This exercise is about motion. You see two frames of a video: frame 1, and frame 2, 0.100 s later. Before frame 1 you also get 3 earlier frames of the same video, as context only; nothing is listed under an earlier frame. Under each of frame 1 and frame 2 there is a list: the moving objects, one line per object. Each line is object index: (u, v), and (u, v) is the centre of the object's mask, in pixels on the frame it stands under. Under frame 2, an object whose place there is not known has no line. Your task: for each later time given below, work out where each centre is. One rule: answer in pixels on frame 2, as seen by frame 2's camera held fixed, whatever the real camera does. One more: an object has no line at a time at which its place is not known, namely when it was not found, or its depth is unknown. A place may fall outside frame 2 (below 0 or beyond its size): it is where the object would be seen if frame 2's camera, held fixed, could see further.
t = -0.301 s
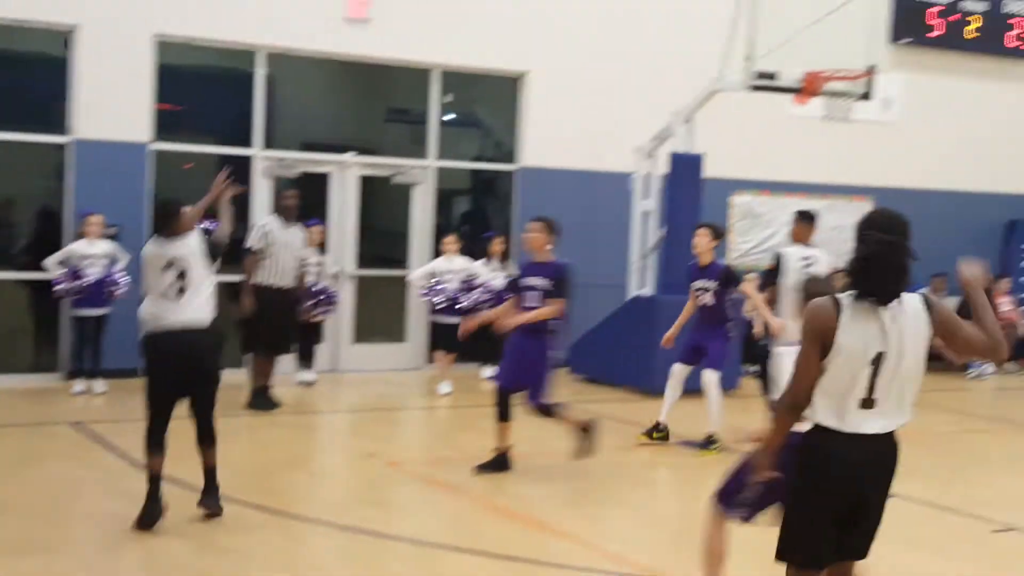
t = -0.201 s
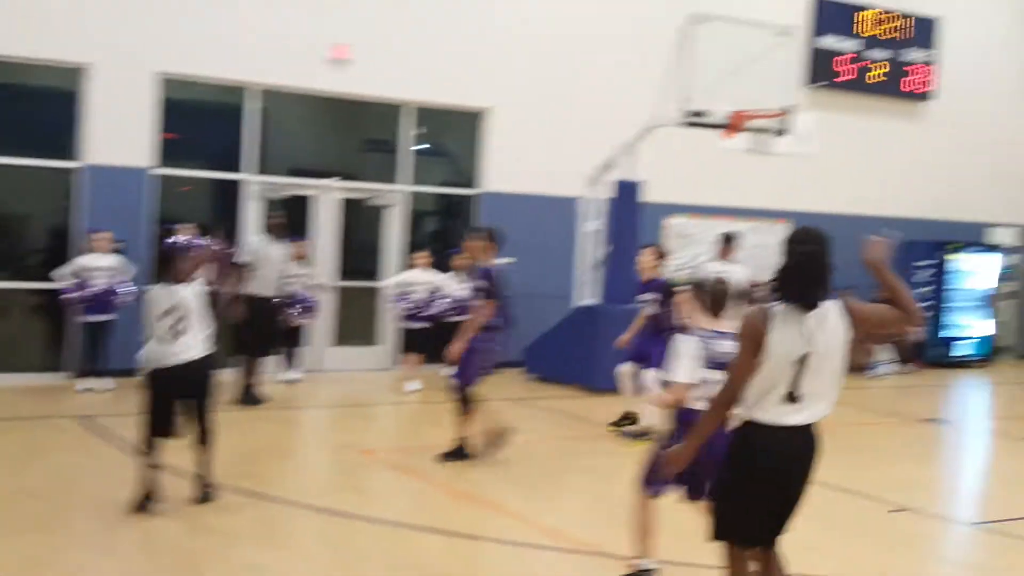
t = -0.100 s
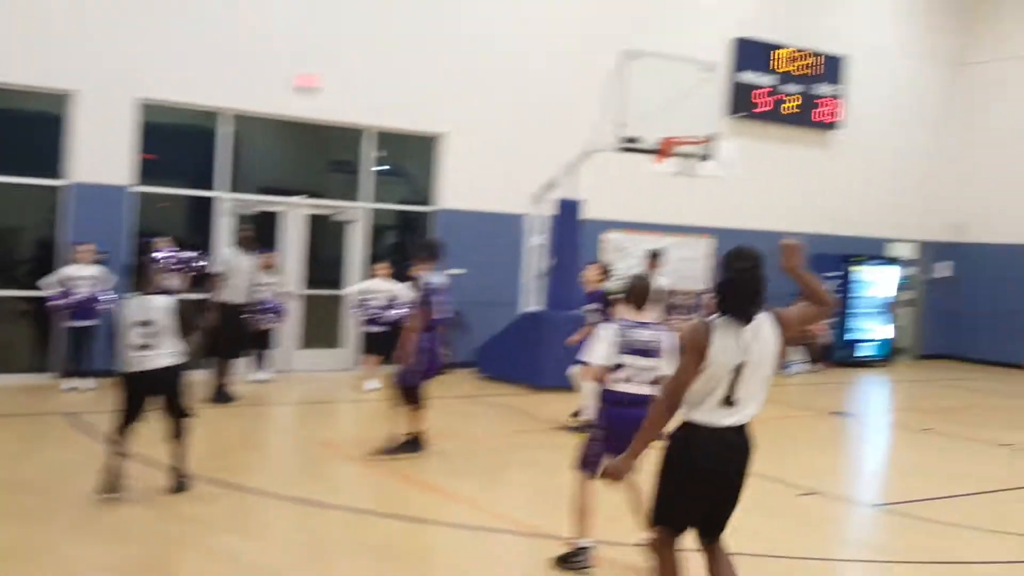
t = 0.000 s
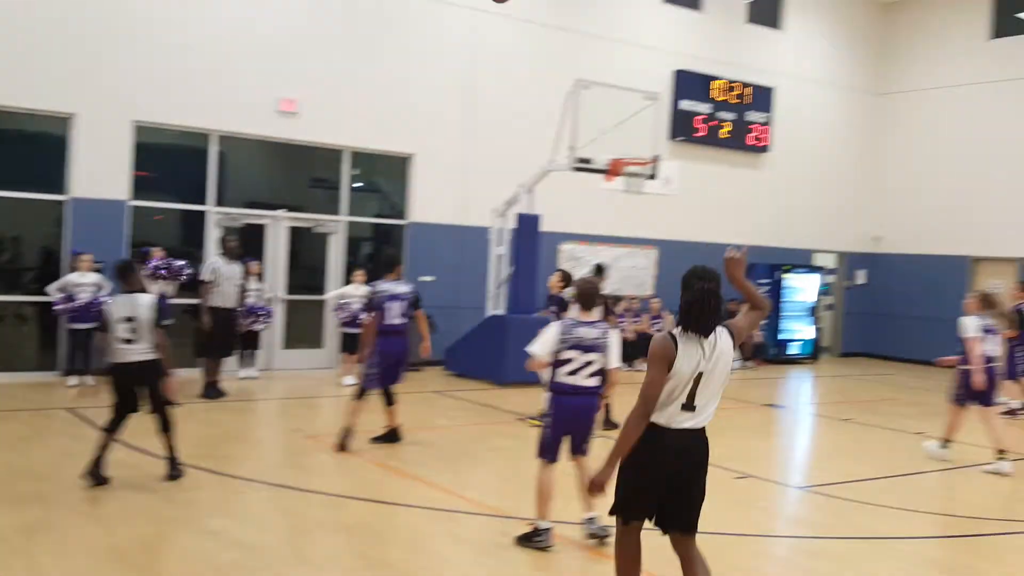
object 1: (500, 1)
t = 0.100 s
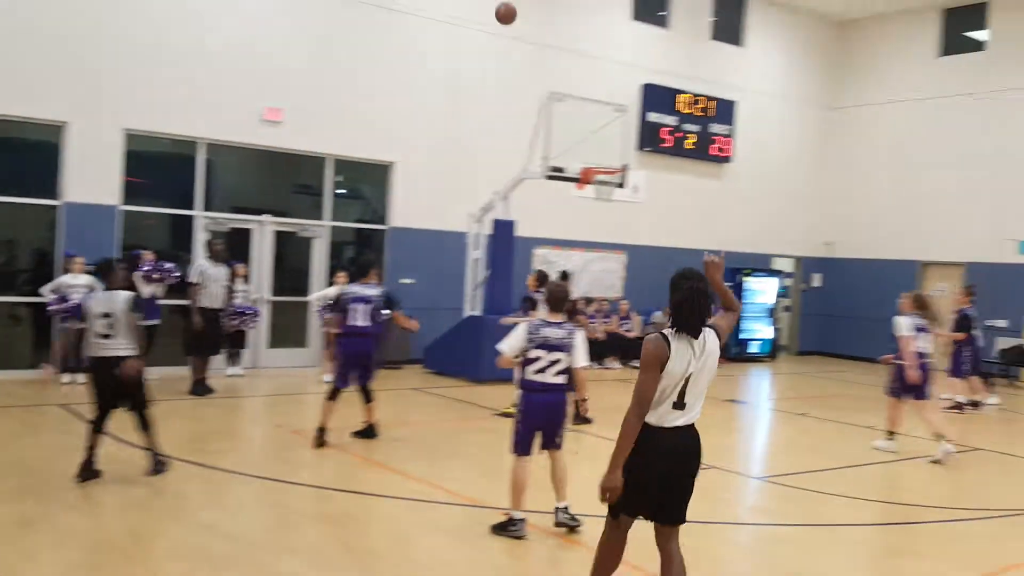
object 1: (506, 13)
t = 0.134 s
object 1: (514, 17)
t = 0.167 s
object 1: (523, 23)
